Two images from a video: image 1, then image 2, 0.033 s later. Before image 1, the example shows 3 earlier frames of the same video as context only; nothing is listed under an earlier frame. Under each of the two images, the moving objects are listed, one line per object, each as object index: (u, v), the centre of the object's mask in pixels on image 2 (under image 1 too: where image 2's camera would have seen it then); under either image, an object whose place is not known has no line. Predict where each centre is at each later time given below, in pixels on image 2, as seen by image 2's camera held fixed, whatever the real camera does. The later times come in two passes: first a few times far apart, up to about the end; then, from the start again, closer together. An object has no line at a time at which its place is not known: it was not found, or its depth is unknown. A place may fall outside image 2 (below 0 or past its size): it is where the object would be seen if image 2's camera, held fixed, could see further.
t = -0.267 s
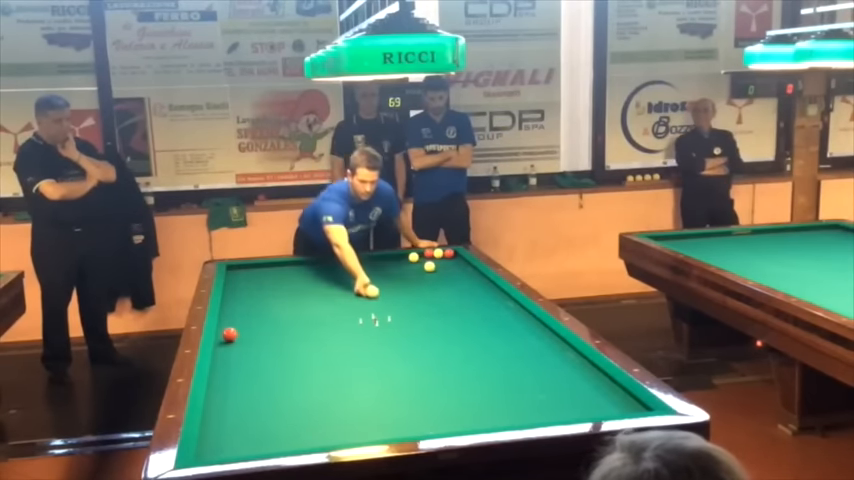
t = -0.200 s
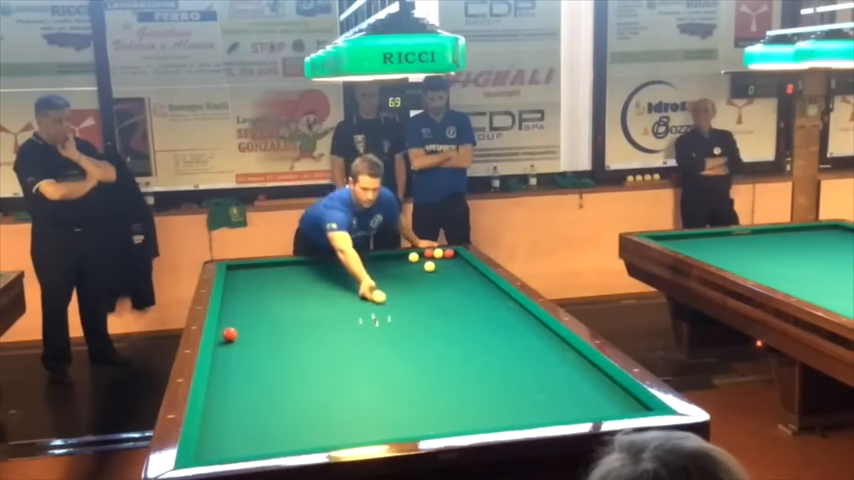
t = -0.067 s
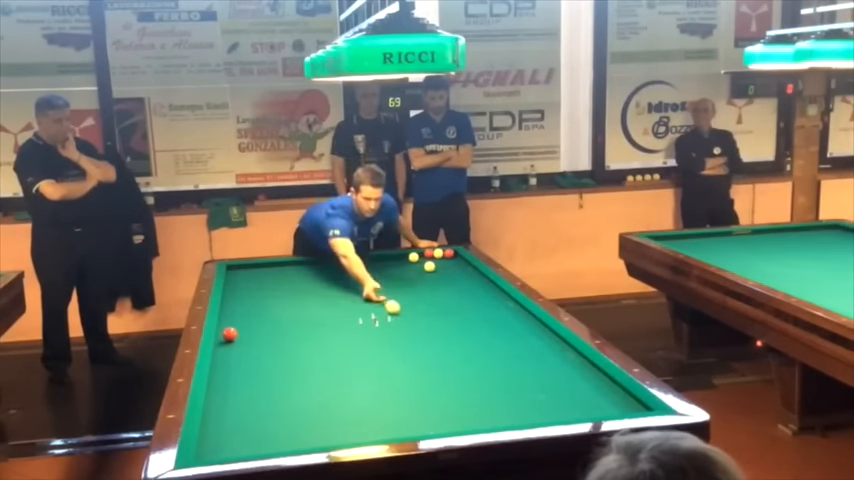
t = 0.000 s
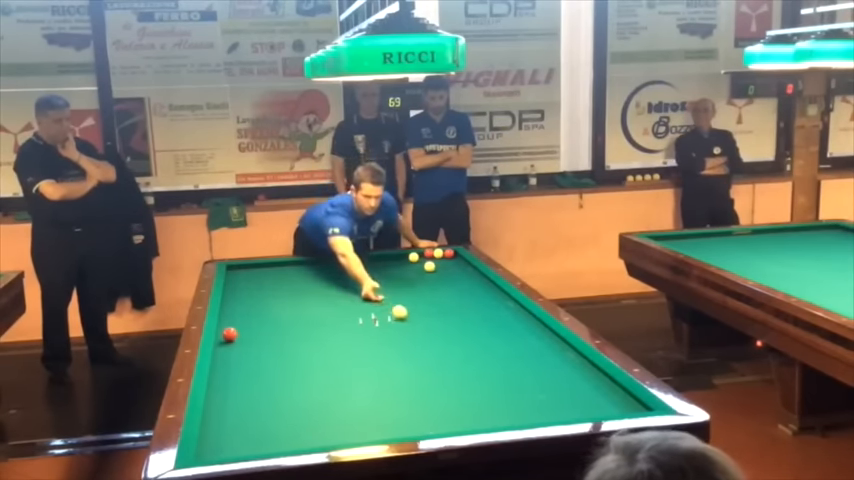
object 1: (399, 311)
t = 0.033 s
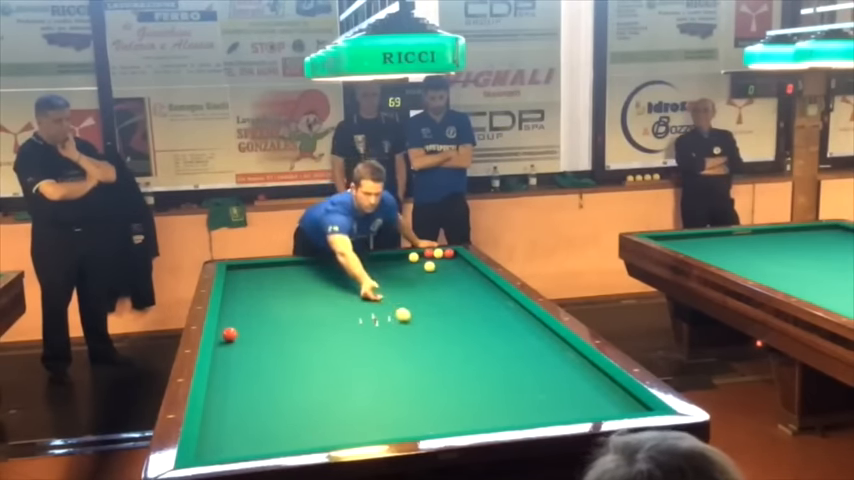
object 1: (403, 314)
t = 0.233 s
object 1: (424, 329)
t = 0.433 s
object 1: (449, 346)
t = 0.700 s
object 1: (487, 373)
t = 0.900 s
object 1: (521, 398)
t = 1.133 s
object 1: (544, 406)
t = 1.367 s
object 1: (532, 384)
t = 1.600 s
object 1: (527, 368)
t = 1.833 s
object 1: (522, 354)
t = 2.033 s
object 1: (518, 343)
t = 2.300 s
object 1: (514, 330)
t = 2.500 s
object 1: (511, 321)
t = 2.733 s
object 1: (508, 312)
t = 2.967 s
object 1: (505, 303)
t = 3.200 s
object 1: (502, 295)
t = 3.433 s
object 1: (495, 289)
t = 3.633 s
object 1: (486, 284)
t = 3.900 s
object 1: (476, 278)
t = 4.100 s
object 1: (469, 274)
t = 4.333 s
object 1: (461, 269)
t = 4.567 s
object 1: (454, 265)
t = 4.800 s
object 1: (448, 261)
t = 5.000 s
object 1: (443, 258)
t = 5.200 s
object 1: (438, 255)
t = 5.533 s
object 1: (430, 254)
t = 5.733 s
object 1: (430, 254)
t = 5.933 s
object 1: (429, 254)
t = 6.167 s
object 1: (428, 255)
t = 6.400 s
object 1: (428, 255)
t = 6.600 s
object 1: (428, 255)
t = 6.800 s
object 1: (428, 255)
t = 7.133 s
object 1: (428, 255)
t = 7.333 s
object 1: (428, 255)
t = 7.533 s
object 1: (428, 255)
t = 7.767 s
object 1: (427, 255)
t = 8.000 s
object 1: (427, 255)
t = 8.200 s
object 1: (427, 255)
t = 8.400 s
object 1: (427, 255)
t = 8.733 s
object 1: (427, 255)
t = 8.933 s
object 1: (427, 255)
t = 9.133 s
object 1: (427, 255)
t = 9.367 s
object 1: (427, 255)
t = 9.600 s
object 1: (427, 255)
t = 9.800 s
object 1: (427, 255)
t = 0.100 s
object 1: (410, 319)
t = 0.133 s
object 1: (413, 322)
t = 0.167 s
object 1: (417, 324)
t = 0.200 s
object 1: (420, 327)
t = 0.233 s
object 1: (424, 329)
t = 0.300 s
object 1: (432, 335)
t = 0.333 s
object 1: (436, 337)
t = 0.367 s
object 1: (440, 340)
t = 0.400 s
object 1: (444, 343)
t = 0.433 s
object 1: (449, 346)
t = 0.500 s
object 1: (458, 353)
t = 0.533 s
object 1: (462, 356)
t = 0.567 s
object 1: (467, 359)
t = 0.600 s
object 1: (472, 363)
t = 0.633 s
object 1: (477, 366)
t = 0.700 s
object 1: (487, 373)
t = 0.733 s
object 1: (492, 377)
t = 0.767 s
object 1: (498, 381)
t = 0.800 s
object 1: (503, 385)
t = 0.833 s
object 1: (509, 389)
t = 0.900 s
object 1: (521, 398)
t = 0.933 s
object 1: (528, 402)
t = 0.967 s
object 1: (534, 406)
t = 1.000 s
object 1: (541, 410)
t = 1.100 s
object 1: (546, 410)
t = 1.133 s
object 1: (544, 406)
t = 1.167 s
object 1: (541, 403)
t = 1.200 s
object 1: (540, 399)
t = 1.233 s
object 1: (538, 396)
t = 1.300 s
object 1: (535, 389)
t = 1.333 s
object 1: (533, 386)
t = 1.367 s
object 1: (532, 384)
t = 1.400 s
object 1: (531, 381)
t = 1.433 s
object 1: (531, 379)
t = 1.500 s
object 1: (529, 375)
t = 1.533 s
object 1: (528, 372)
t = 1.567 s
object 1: (528, 370)
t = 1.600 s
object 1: (527, 368)
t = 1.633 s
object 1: (526, 366)
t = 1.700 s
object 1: (525, 361)
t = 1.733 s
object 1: (524, 360)
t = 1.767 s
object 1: (523, 357)
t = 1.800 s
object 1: (523, 356)
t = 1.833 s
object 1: (522, 354)
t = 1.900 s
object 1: (521, 350)
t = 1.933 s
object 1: (520, 348)
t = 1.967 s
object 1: (520, 346)
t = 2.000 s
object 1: (519, 345)
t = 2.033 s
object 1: (518, 343)
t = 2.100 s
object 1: (517, 339)
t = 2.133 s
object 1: (517, 338)
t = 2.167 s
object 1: (516, 336)
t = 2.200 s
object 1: (516, 335)
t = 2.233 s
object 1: (515, 333)
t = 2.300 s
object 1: (514, 330)
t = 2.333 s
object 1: (514, 328)
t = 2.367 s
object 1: (513, 327)
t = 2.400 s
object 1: (513, 325)
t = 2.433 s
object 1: (512, 324)
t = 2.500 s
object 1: (511, 321)
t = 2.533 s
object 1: (511, 320)
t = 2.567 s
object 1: (510, 318)
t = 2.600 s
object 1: (510, 317)
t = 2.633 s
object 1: (509, 316)
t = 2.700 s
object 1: (509, 313)
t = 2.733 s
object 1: (508, 312)
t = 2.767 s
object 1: (508, 310)
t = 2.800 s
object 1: (507, 309)
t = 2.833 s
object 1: (507, 308)
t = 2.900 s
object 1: (506, 306)
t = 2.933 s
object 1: (505, 304)
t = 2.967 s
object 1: (505, 303)
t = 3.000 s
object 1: (505, 302)
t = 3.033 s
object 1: (504, 301)
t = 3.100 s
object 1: (504, 298)
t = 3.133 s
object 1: (503, 297)
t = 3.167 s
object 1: (503, 296)
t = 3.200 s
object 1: (502, 295)
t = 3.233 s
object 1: (502, 294)
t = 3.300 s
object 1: (500, 292)
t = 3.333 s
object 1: (499, 291)
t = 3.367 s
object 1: (497, 290)
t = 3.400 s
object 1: (496, 290)
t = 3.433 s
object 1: (495, 289)
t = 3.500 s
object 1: (492, 287)
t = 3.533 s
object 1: (490, 286)
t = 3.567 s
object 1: (489, 285)
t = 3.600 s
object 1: (488, 285)
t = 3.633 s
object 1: (486, 284)
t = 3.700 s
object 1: (484, 282)
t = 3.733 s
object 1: (482, 282)
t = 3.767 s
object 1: (481, 281)
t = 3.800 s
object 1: (480, 280)
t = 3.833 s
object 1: (479, 279)
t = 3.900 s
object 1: (476, 278)
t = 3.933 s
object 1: (475, 277)
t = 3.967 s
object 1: (474, 276)
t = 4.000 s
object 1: (473, 276)
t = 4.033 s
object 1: (471, 275)
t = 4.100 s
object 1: (469, 274)
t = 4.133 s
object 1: (468, 273)
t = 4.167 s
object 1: (467, 272)
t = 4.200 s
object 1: (466, 272)
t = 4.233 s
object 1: (464, 271)
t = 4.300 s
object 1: (462, 270)
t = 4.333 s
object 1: (461, 269)
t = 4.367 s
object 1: (460, 268)
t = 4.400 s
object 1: (459, 268)
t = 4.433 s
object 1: (458, 267)
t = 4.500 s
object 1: (456, 266)
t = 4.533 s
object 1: (455, 265)
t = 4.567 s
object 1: (454, 265)
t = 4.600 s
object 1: (453, 264)
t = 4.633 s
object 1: (452, 263)
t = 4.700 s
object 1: (450, 263)
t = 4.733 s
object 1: (450, 262)
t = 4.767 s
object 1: (448, 261)
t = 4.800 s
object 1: (448, 261)
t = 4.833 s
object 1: (447, 260)
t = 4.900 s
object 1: (445, 259)
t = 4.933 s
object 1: (444, 259)
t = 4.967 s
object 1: (444, 259)
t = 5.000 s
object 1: (443, 258)
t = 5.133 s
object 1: (440, 257)
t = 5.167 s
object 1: (439, 256)
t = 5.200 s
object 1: (438, 255)
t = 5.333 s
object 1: (434, 255)
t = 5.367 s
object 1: (433, 255)
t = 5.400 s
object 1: (432, 255)
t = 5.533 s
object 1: (430, 254)
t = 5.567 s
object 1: (430, 254)
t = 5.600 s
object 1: (430, 254)
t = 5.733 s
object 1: (430, 254)
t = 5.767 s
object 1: (430, 254)
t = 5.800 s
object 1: (430, 254)
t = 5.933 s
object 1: (429, 254)
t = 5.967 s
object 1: (429, 255)
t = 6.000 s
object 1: (429, 255)
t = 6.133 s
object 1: (429, 255)
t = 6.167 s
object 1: (428, 255)
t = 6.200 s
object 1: (428, 255)
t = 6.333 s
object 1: (428, 255)
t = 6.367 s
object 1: (428, 255)
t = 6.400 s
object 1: (428, 255)
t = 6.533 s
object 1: (428, 255)
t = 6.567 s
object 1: (428, 255)
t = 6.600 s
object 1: (428, 255)
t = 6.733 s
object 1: (428, 255)
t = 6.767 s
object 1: (428, 255)
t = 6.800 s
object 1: (428, 255)
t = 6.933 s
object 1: (427, 255)
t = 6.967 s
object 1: (428, 255)
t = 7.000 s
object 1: (427, 255)
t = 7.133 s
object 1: (428, 255)
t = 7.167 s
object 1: (428, 255)
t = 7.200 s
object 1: (428, 255)
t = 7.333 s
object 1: (428, 255)
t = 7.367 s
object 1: (428, 255)
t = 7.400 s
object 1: (428, 255)
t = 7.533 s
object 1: (428, 255)
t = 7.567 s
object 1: (427, 255)
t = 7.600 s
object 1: (427, 255)
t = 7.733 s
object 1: (427, 255)
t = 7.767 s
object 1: (427, 255)
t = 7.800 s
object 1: (427, 255)
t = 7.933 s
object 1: (427, 255)
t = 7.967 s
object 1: (427, 255)
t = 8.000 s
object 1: (427, 255)
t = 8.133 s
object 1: (427, 255)
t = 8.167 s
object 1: (427, 255)
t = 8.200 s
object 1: (427, 255)
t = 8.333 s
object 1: (427, 255)
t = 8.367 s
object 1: (427, 255)
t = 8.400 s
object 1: (427, 255)
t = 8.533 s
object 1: (428, 255)
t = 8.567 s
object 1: (427, 255)
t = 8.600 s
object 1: (427, 255)
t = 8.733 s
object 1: (427, 255)
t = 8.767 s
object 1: (427, 255)
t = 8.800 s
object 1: (427, 255)
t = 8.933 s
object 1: (427, 255)
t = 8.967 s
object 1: (427, 255)
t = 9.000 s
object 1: (427, 255)
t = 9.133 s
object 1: (427, 255)
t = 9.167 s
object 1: (427, 255)
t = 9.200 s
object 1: (427, 255)
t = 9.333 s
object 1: (427, 255)
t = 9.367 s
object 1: (427, 255)
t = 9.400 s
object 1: (427, 255)
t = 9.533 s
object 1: (427, 255)
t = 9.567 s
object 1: (427, 255)
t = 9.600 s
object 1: (427, 255)
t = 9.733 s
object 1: (427, 255)
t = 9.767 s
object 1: (427, 255)
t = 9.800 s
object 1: (427, 255)
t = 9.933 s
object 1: (427, 255)
